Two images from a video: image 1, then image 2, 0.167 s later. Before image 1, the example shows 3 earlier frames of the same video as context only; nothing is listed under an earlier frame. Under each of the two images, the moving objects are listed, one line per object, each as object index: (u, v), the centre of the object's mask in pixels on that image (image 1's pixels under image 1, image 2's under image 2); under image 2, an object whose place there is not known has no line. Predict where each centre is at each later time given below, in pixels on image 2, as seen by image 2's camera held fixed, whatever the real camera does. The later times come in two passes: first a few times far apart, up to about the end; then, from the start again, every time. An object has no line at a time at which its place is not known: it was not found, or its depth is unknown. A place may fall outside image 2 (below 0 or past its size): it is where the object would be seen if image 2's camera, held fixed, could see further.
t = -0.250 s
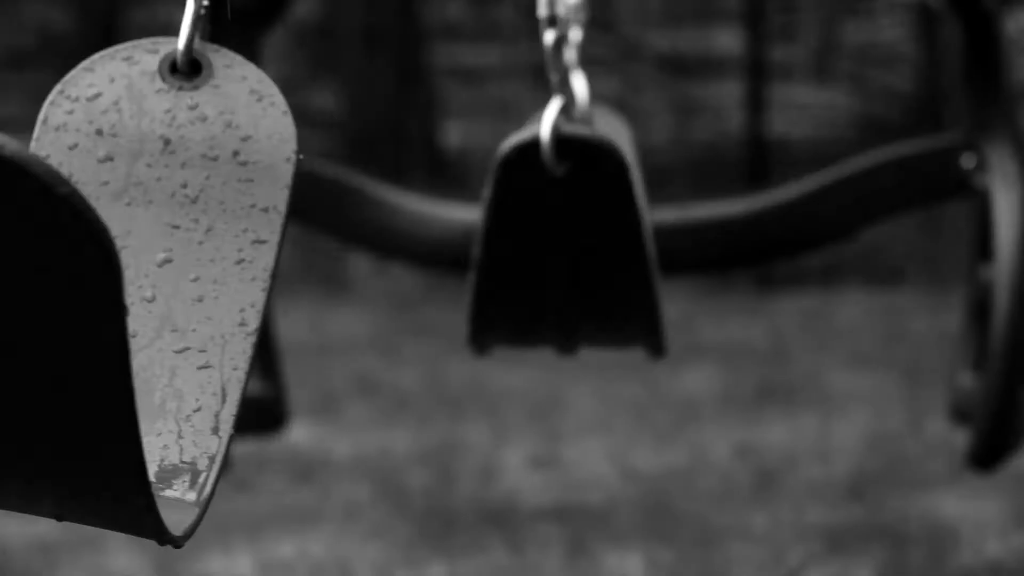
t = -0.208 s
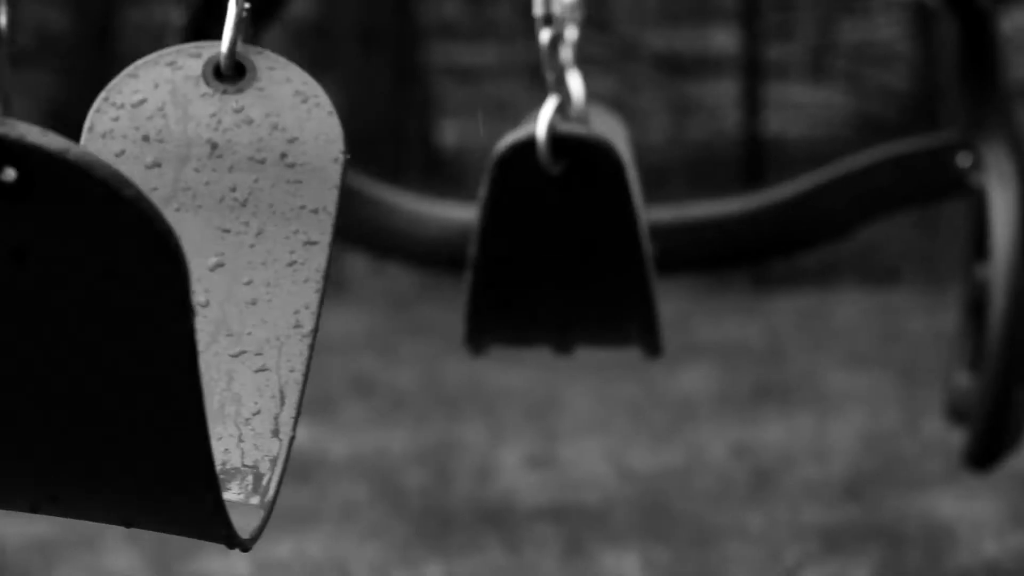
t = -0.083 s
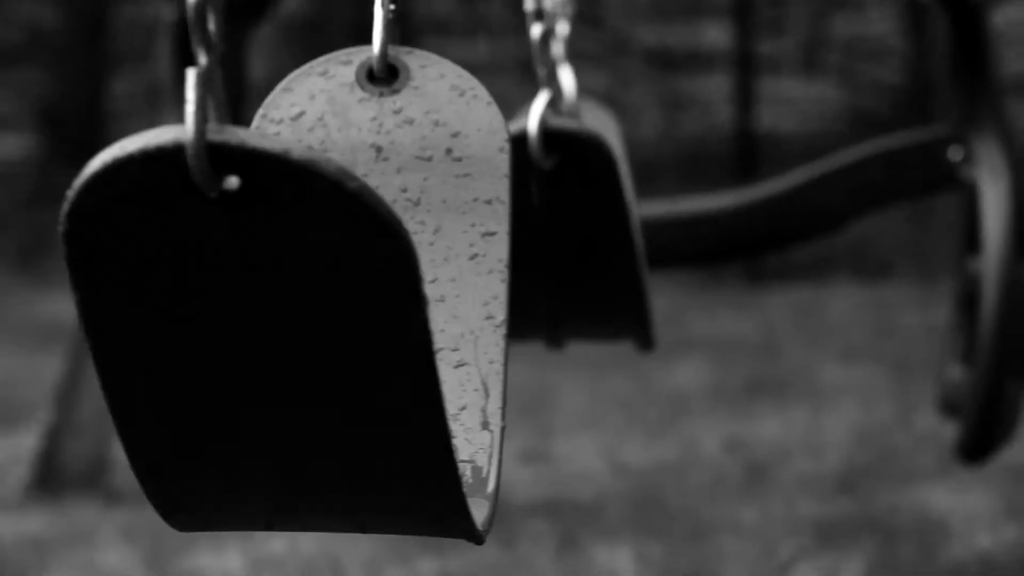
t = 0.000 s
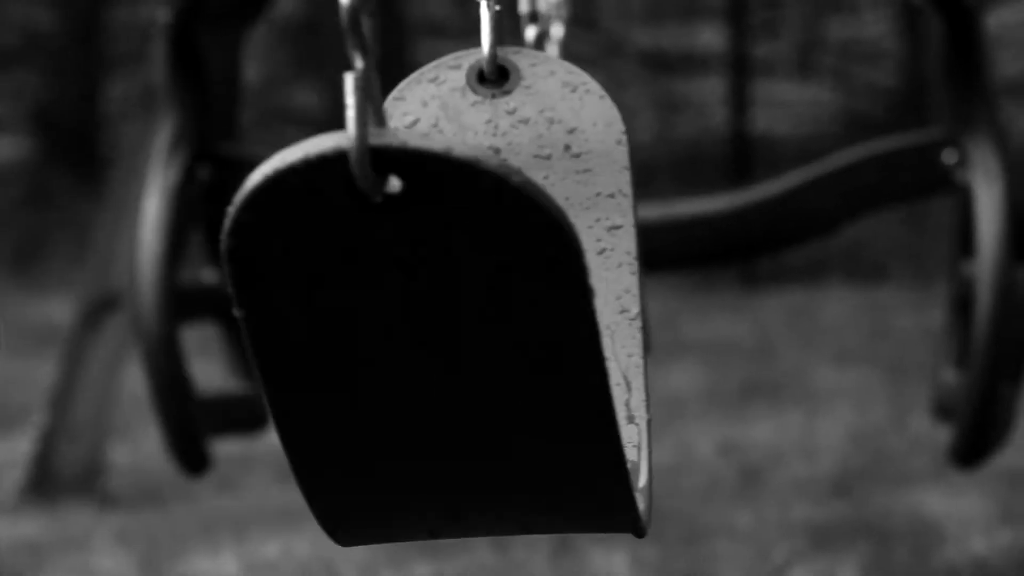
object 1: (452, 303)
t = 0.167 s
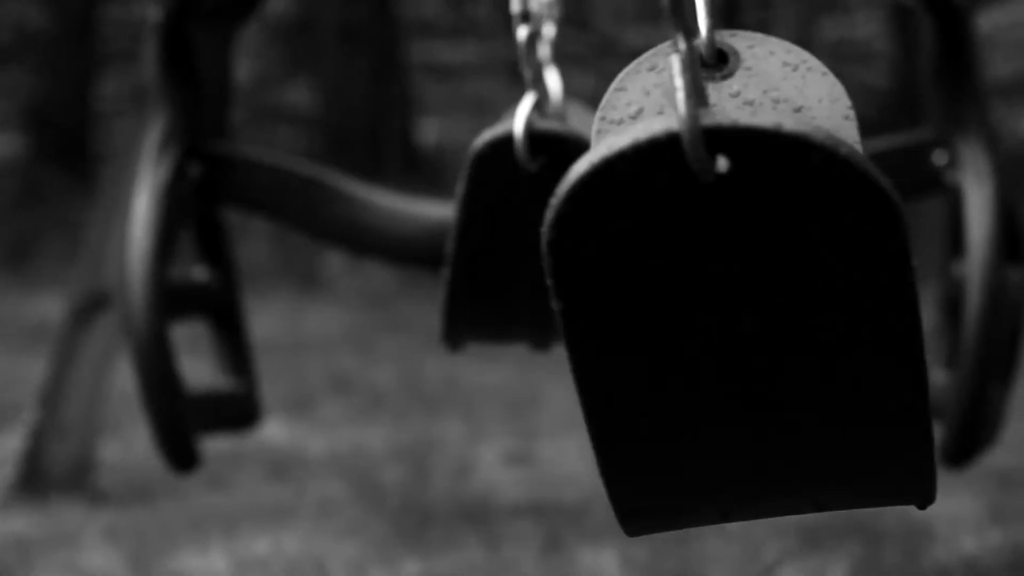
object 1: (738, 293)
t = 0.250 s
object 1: (860, 274)
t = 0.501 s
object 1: (980, 209)
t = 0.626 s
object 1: (982, 209)
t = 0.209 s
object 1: (807, 286)
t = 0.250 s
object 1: (860, 274)
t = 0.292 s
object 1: (894, 260)
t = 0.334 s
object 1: (921, 246)
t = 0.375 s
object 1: (941, 235)
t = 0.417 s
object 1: (957, 225)
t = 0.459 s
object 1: (974, 215)
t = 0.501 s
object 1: (980, 209)
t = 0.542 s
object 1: (985, 204)
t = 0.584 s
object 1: (986, 202)
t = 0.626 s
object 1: (982, 209)
